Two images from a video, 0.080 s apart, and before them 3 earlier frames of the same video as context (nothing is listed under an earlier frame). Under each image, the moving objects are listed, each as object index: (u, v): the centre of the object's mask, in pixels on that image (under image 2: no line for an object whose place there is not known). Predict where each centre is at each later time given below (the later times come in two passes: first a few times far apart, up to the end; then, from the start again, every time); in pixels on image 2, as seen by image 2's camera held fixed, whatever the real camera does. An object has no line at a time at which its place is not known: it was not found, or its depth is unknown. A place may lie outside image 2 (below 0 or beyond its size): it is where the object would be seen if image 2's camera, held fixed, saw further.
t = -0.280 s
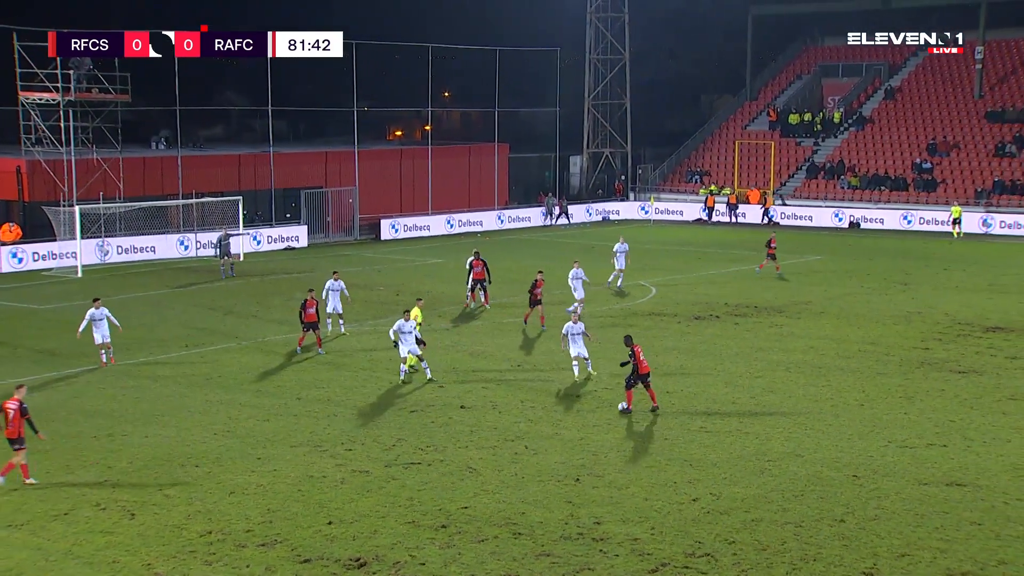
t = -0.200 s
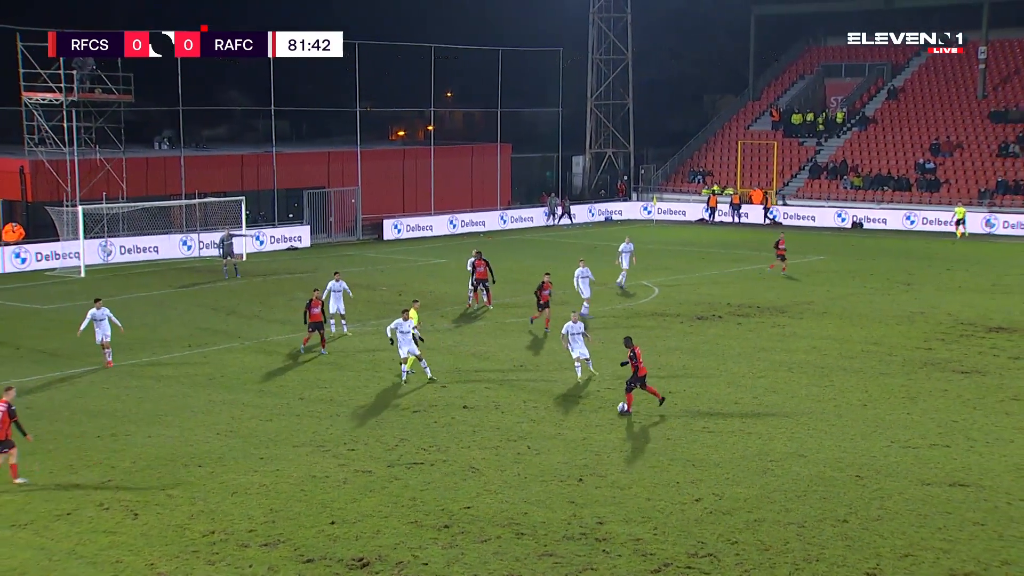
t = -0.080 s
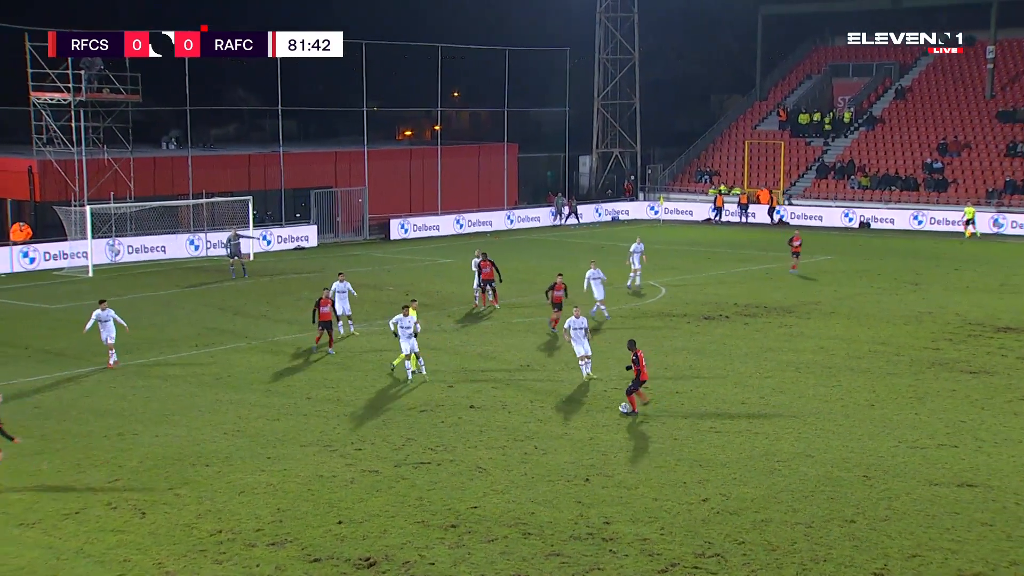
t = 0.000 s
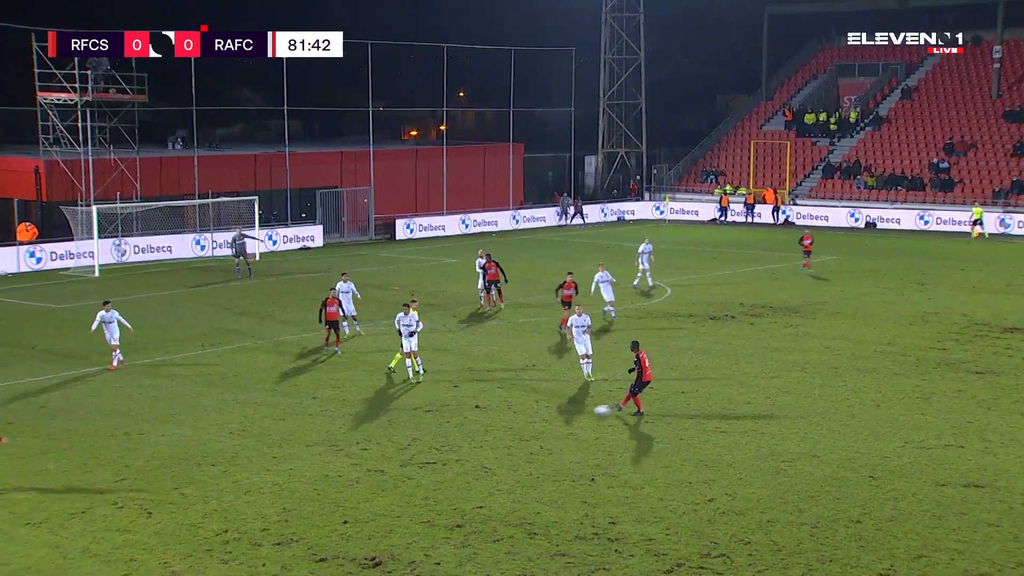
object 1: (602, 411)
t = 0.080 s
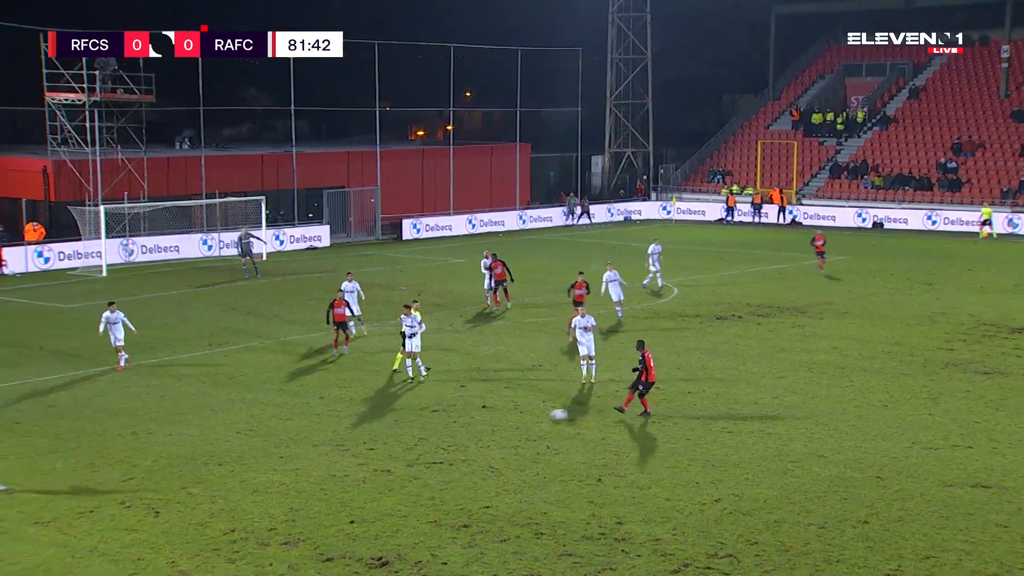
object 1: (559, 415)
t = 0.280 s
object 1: (437, 426)
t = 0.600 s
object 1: (253, 445)
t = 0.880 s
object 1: (96, 466)
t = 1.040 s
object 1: (10, 480)
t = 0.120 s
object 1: (534, 417)
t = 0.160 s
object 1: (510, 418)
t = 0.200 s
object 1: (486, 420)
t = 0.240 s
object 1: (462, 422)
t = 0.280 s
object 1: (437, 426)
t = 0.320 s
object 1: (413, 429)
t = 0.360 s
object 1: (391, 430)
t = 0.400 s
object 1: (367, 432)
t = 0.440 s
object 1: (344, 434)
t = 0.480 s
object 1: (320, 439)
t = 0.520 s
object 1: (298, 442)
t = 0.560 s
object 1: (275, 443)
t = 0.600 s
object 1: (253, 445)
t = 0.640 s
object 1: (230, 448)
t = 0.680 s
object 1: (207, 452)
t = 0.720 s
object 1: (185, 454)
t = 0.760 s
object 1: (163, 455)
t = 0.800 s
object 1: (141, 458)
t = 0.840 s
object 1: (119, 461)
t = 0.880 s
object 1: (96, 466)
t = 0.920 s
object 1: (74, 470)
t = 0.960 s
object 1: (53, 473)
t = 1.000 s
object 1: (31, 476)
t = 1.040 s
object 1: (10, 480)
